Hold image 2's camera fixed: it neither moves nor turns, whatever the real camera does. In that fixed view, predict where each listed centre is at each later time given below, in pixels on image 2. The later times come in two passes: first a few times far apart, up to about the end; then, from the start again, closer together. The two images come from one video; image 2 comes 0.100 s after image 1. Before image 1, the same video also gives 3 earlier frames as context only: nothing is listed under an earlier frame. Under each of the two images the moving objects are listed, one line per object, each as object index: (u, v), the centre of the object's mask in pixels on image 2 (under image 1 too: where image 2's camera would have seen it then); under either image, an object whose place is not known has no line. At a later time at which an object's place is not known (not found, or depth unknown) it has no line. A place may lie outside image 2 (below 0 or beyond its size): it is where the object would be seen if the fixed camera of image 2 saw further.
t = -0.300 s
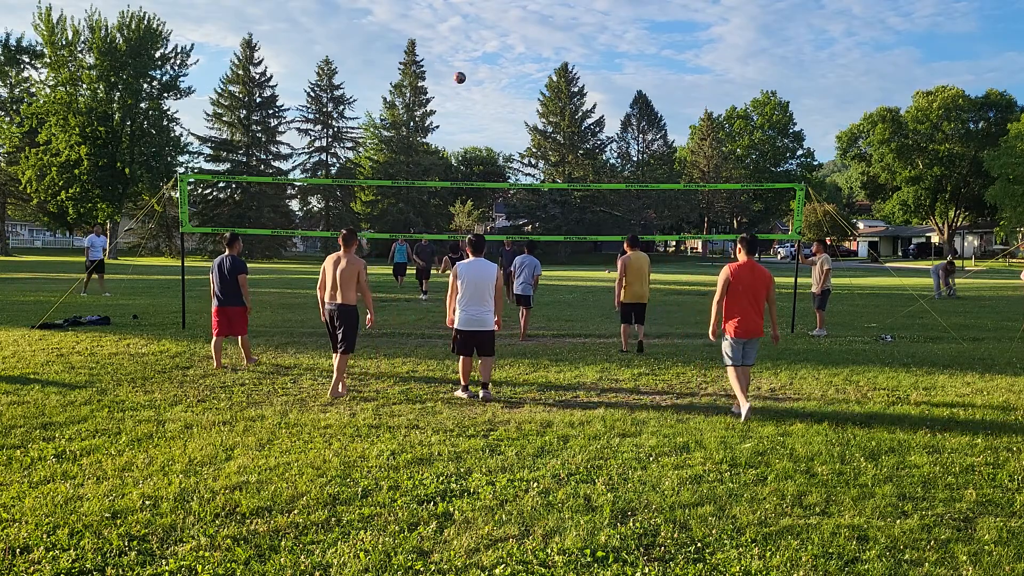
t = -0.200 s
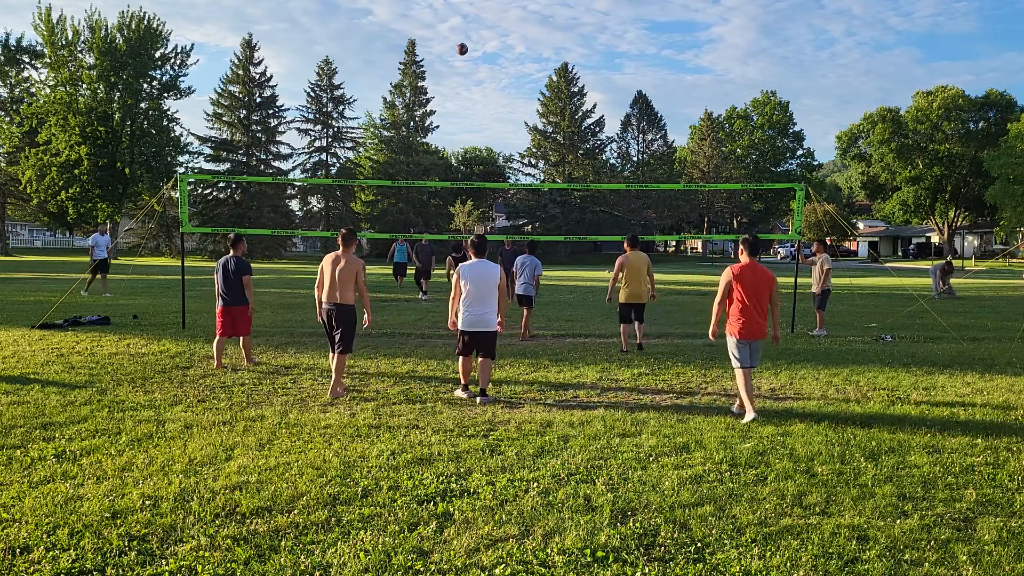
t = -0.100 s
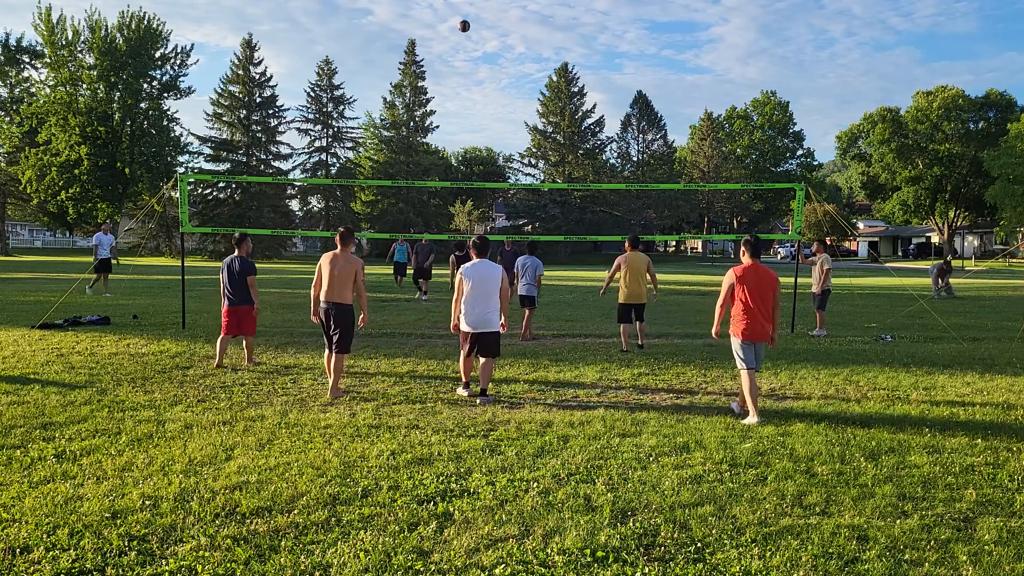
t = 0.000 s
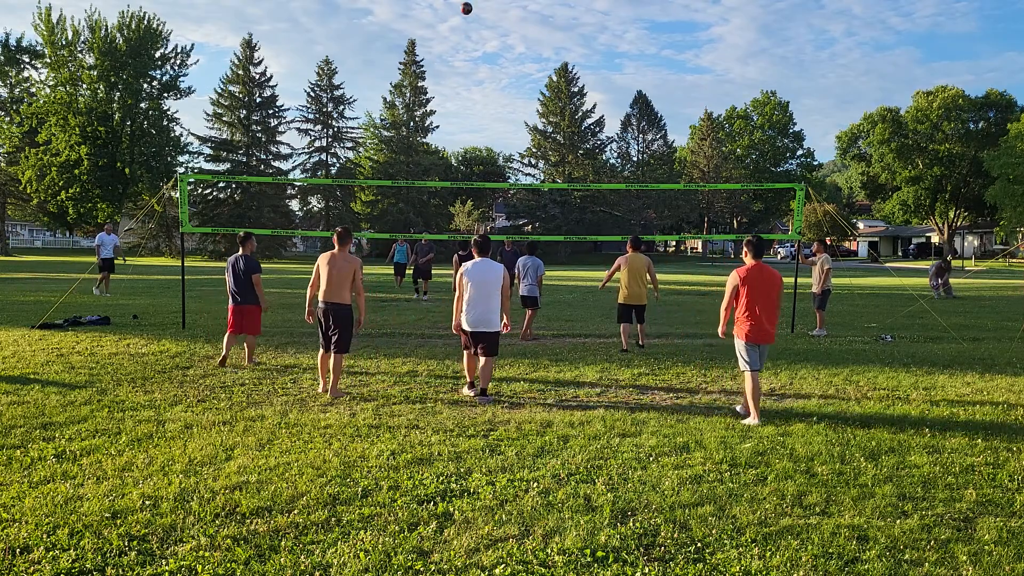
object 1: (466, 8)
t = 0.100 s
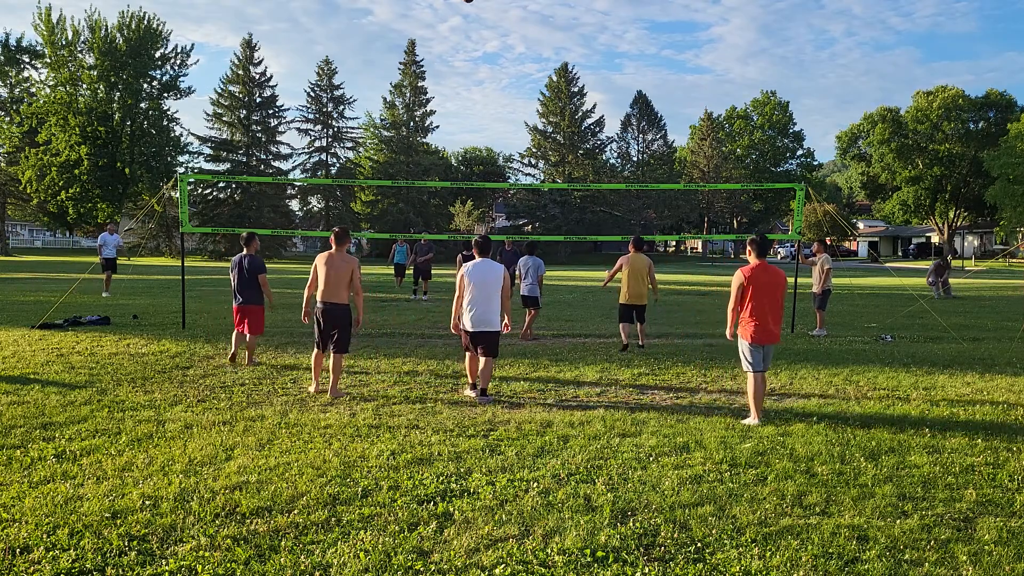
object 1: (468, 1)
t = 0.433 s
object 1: (476, 2)
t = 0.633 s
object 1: (480, 35)
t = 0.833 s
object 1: (484, 97)
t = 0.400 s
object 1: (475, 1)
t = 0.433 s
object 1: (476, 2)
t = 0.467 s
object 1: (476, 4)
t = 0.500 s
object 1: (477, 8)
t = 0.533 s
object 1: (478, 13)
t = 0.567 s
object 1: (478, 20)
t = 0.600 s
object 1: (479, 27)
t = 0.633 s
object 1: (480, 35)
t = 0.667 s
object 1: (480, 43)
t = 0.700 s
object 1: (481, 52)
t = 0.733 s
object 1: (482, 62)
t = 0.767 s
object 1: (482, 73)
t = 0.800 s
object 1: (483, 85)
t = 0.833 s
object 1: (484, 97)
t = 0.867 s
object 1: (484, 110)
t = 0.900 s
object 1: (485, 124)
